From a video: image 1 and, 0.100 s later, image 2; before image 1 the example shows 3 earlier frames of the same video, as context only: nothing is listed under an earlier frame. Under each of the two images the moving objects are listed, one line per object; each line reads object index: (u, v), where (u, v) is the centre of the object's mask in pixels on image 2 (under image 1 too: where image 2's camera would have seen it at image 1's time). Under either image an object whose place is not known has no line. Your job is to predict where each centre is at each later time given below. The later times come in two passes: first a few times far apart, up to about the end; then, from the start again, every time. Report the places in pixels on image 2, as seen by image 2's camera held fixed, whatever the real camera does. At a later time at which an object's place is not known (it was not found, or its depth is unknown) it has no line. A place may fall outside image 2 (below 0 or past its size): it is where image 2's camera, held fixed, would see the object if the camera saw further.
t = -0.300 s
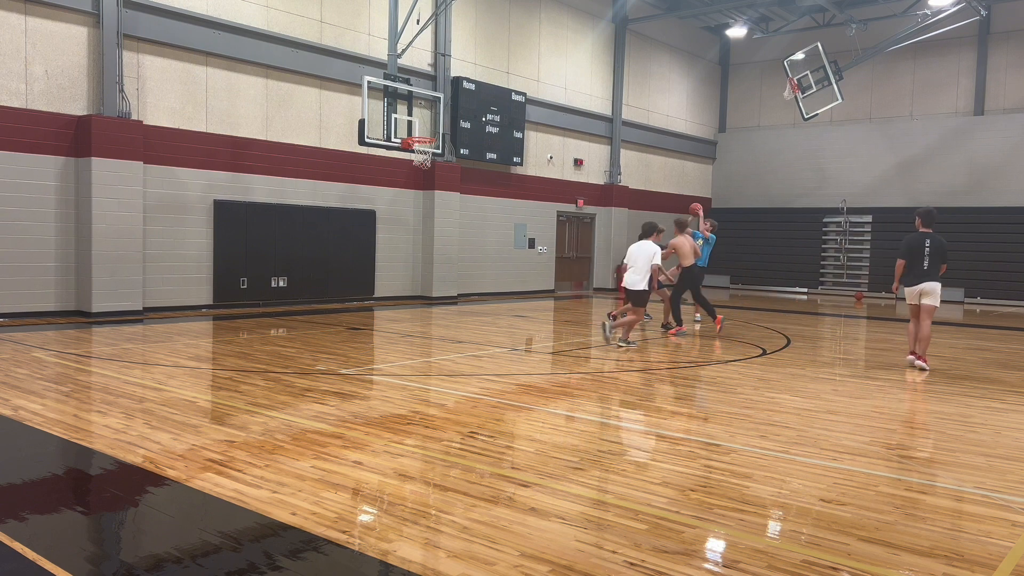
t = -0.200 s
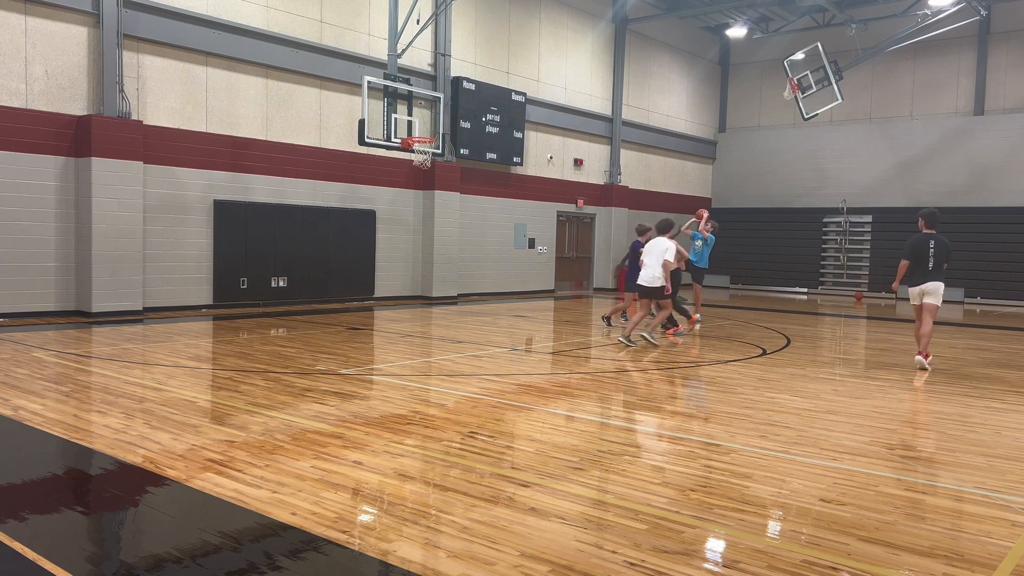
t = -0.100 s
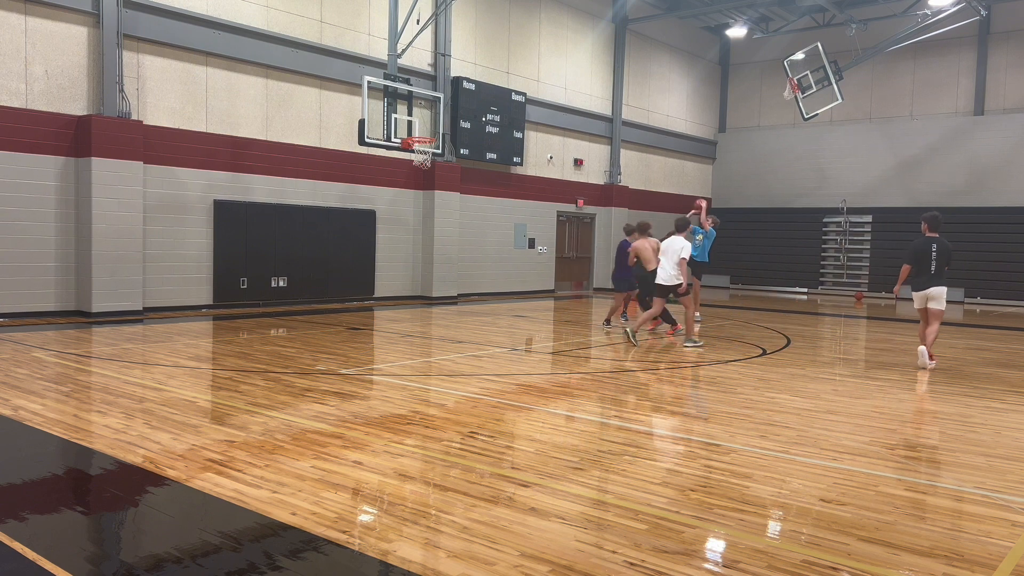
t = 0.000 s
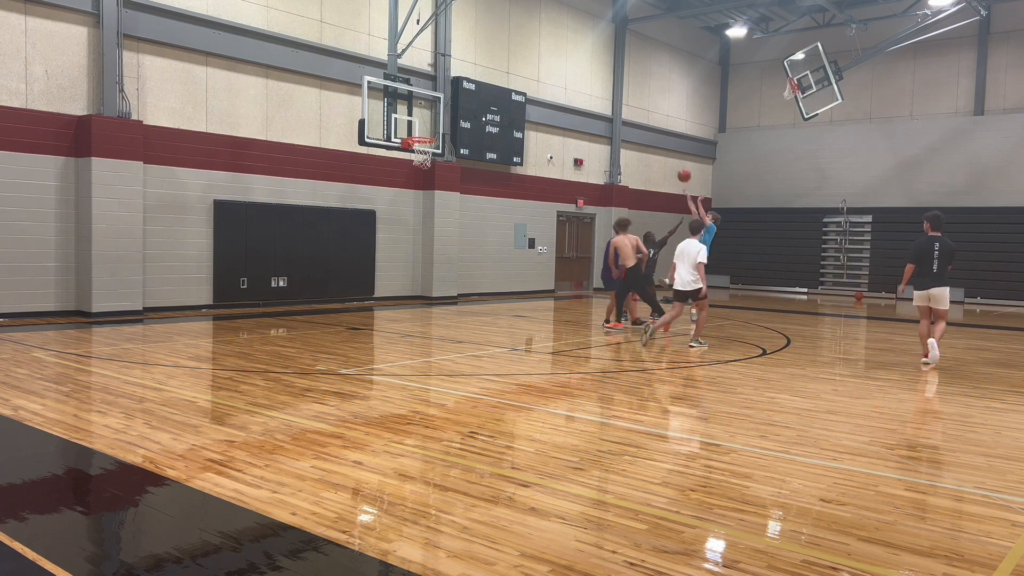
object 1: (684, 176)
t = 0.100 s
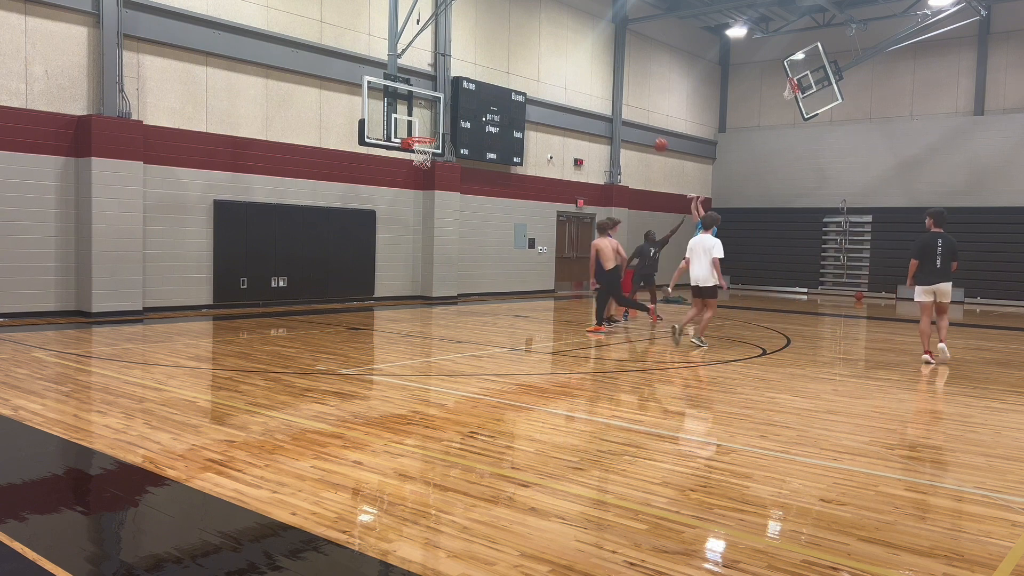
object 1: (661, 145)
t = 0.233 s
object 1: (628, 113)
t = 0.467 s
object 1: (570, 80)
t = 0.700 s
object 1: (512, 77)
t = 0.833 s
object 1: (479, 89)
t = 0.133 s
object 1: (653, 136)
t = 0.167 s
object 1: (644, 128)
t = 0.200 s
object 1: (636, 121)
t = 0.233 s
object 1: (628, 113)
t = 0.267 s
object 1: (620, 107)
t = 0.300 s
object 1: (612, 100)
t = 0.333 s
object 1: (603, 95)
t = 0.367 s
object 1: (595, 90)
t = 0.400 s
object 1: (587, 86)
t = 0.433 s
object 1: (579, 83)
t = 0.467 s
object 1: (570, 80)
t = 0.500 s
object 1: (562, 78)
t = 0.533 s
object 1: (554, 76)
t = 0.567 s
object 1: (546, 75)
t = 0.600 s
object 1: (537, 75)
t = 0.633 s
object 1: (529, 75)
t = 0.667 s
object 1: (520, 76)
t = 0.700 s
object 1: (512, 77)
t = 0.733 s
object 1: (504, 79)
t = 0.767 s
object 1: (495, 82)
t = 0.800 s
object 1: (487, 86)
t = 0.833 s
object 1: (479, 89)
